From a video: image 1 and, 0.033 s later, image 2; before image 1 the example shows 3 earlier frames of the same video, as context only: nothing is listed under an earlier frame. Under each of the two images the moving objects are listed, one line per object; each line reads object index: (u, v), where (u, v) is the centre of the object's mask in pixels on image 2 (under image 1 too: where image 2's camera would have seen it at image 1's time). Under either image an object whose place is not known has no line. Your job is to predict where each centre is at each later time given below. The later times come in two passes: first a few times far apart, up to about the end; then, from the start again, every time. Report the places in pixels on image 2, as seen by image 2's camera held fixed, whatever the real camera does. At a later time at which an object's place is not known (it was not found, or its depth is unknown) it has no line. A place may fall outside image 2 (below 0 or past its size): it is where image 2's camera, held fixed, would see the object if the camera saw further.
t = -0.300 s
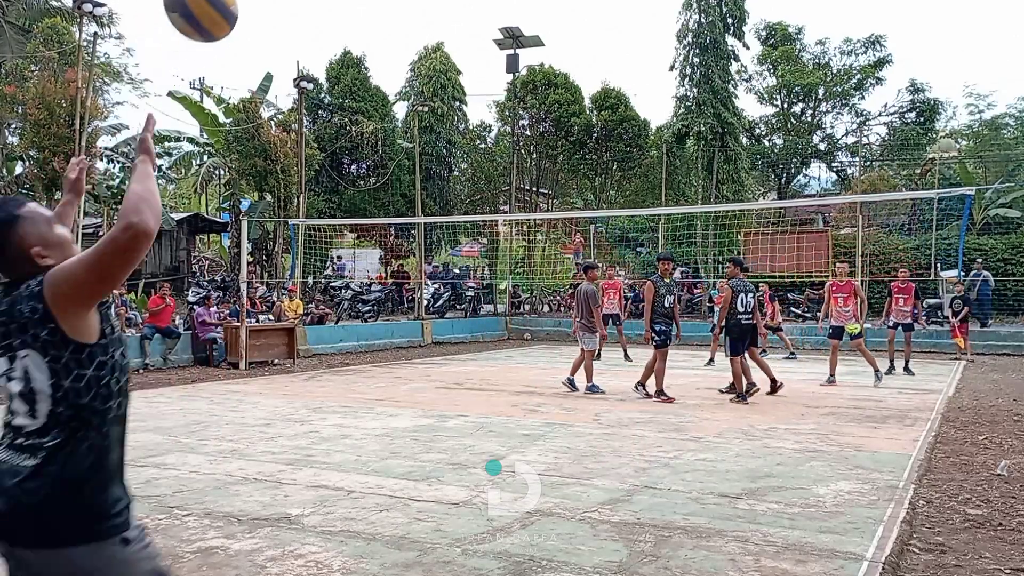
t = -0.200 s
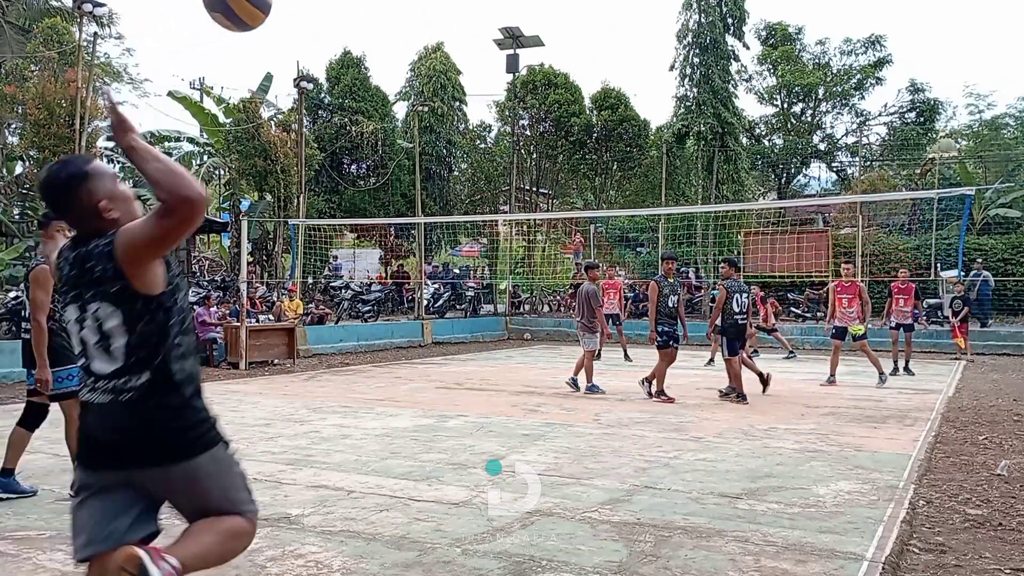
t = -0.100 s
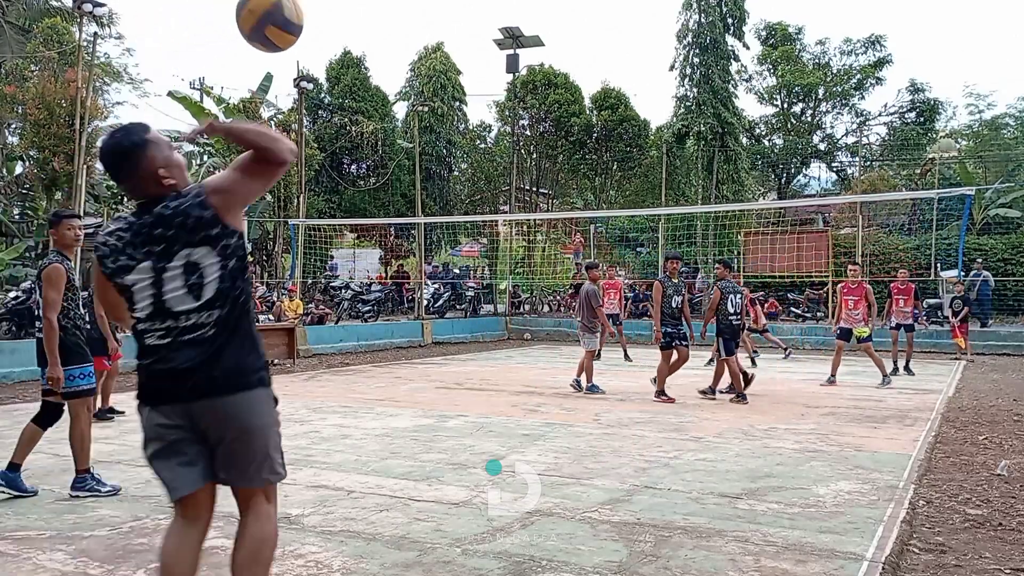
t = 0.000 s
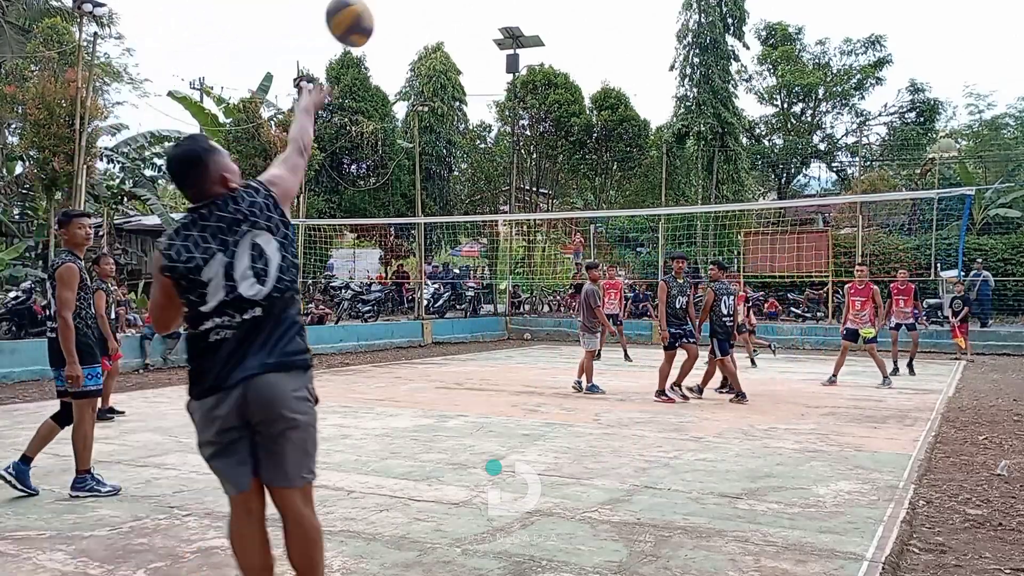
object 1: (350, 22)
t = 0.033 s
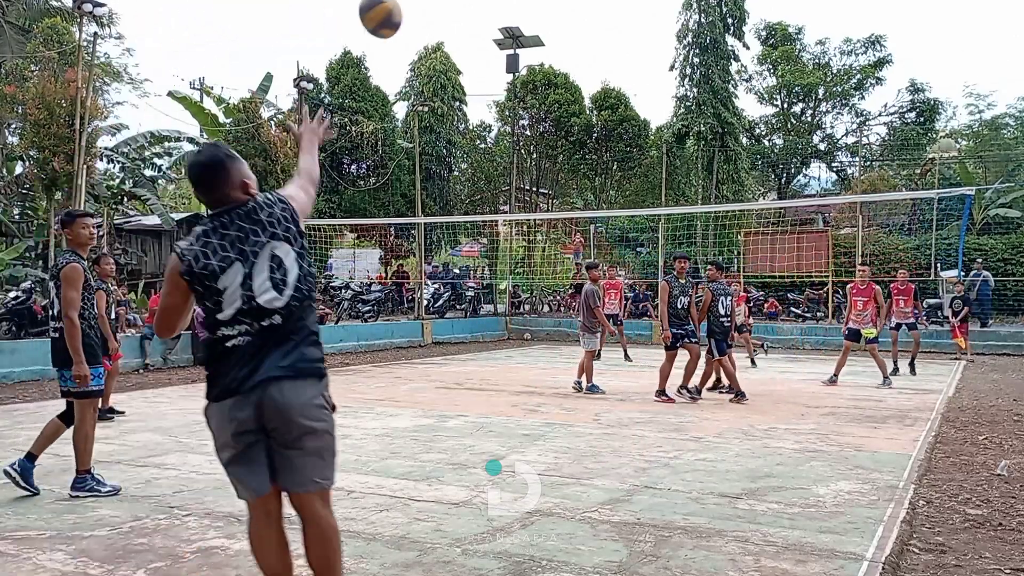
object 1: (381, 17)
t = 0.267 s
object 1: (491, 36)
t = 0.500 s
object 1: (534, 95)
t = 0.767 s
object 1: (557, 172)
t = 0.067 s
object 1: (406, 15)
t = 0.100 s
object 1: (426, 14)
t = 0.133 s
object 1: (443, 14)
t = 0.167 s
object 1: (458, 17)
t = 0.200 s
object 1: (470, 22)
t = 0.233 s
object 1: (481, 29)
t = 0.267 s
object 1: (491, 36)
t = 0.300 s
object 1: (499, 43)
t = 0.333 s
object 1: (506, 51)
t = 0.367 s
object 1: (512, 60)
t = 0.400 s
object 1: (518, 69)
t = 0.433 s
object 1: (525, 77)
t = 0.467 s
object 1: (530, 86)
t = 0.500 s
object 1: (534, 95)
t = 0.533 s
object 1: (539, 104)
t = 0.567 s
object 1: (542, 113)
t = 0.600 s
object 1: (546, 123)
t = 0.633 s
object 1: (549, 132)
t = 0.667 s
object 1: (552, 142)
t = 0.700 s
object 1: (554, 152)
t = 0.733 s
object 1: (555, 162)
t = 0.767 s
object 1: (557, 172)
